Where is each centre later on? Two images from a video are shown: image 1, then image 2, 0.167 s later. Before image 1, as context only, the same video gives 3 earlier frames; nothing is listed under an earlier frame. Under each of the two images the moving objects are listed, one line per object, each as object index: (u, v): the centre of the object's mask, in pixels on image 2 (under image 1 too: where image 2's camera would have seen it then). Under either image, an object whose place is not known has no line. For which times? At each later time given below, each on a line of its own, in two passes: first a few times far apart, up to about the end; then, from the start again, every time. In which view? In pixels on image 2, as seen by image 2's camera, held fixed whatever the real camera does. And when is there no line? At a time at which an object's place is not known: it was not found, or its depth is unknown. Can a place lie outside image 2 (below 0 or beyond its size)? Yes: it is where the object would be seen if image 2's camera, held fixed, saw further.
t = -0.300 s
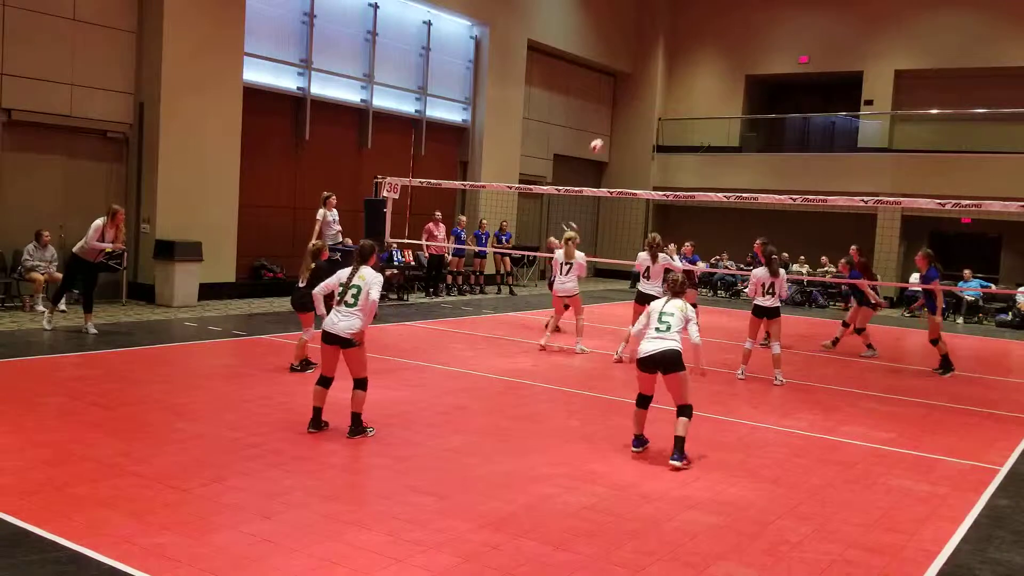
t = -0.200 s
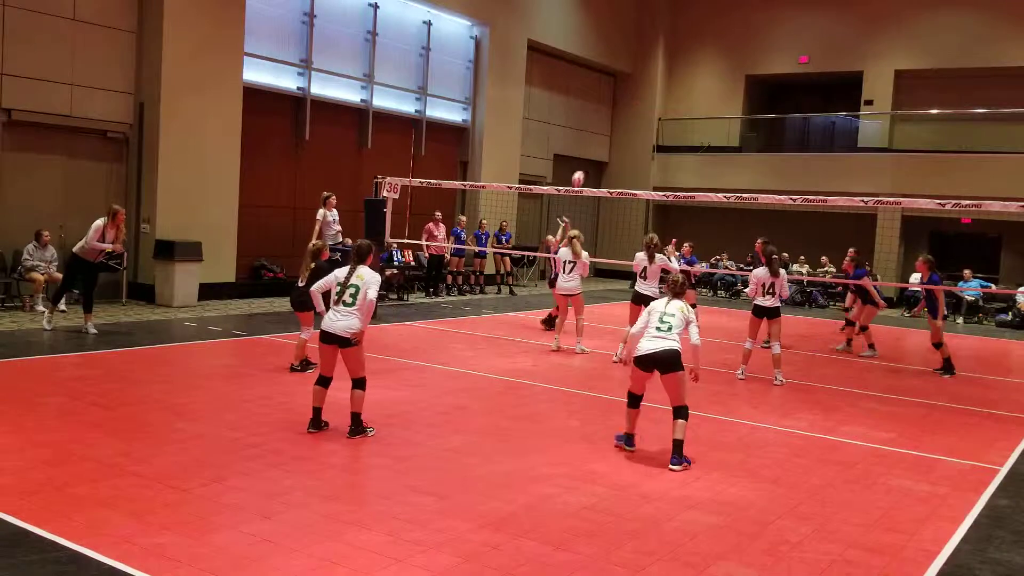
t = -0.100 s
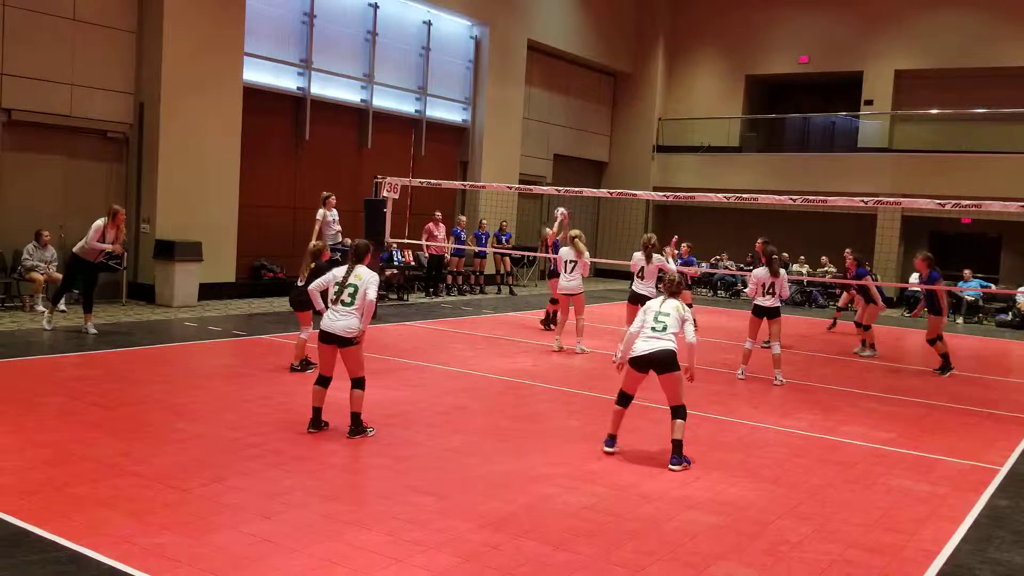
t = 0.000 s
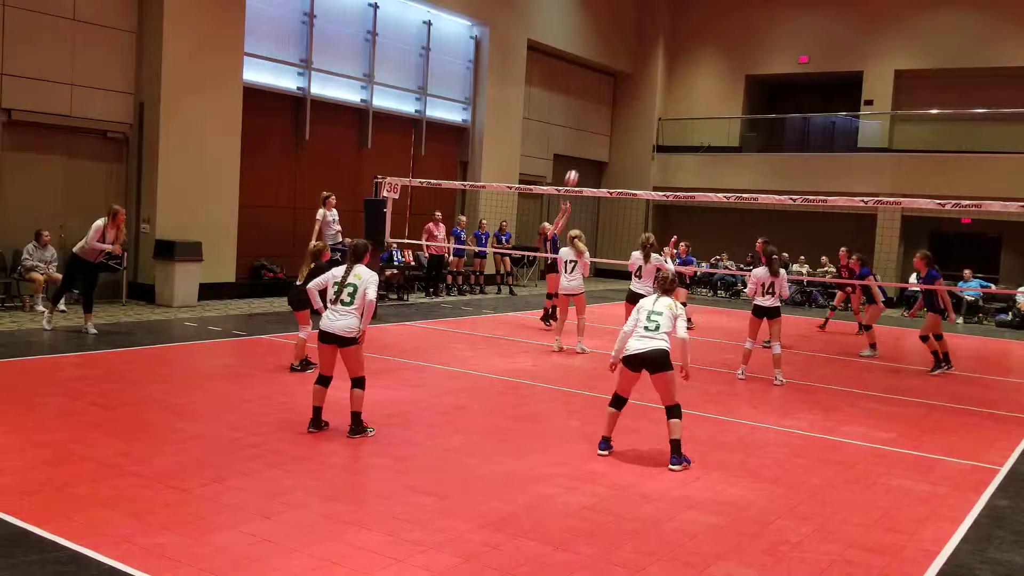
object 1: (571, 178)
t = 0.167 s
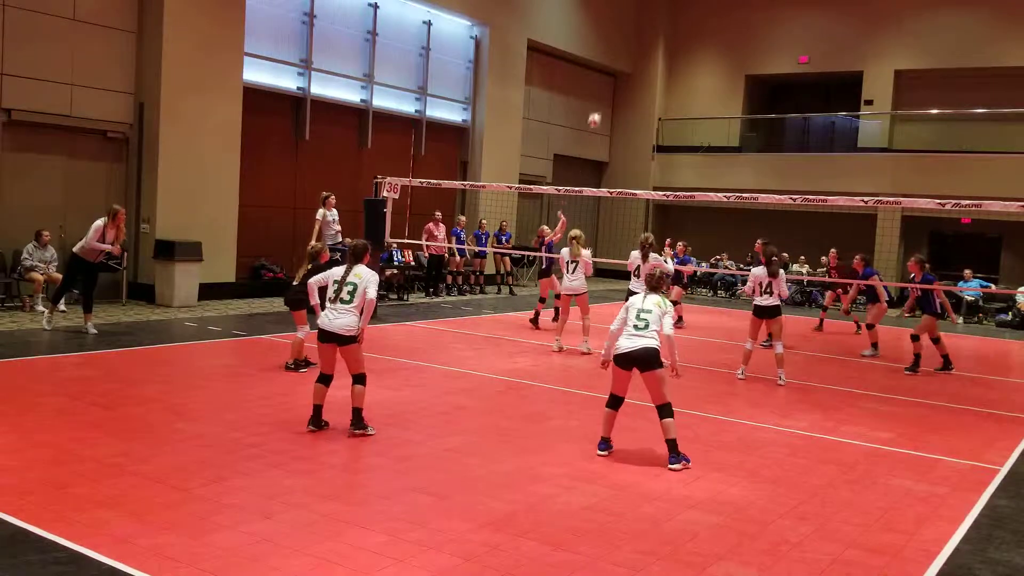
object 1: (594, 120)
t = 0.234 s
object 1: (604, 102)
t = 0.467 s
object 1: (633, 59)
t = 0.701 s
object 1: (661, 46)
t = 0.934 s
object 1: (686, 73)
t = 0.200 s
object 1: (599, 111)
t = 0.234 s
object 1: (604, 102)
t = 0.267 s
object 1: (608, 94)
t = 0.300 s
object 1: (612, 86)
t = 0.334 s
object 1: (616, 79)
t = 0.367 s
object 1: (621, 73)
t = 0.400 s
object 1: (624, 68)
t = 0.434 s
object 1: (629, 63)
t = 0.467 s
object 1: (633, 59)
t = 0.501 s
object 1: (637, 55)
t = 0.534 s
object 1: (641, 52)
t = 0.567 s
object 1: (645, 49)
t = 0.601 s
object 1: (649, 48)
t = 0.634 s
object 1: (653, 48)
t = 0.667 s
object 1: (657, 47)
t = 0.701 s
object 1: (661, 46)
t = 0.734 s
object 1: (664, 50)
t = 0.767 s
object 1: (668, 51)
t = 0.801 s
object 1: (672, 55)
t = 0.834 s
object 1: (676, 58)
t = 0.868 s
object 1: (679, 61)
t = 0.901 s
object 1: (682, 68)
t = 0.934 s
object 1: (686, 73)
